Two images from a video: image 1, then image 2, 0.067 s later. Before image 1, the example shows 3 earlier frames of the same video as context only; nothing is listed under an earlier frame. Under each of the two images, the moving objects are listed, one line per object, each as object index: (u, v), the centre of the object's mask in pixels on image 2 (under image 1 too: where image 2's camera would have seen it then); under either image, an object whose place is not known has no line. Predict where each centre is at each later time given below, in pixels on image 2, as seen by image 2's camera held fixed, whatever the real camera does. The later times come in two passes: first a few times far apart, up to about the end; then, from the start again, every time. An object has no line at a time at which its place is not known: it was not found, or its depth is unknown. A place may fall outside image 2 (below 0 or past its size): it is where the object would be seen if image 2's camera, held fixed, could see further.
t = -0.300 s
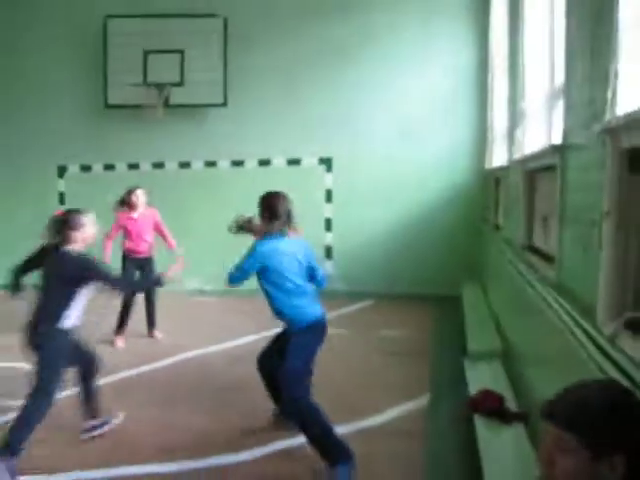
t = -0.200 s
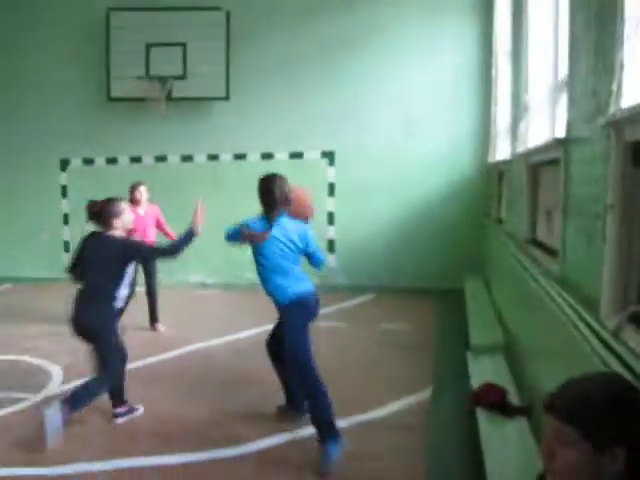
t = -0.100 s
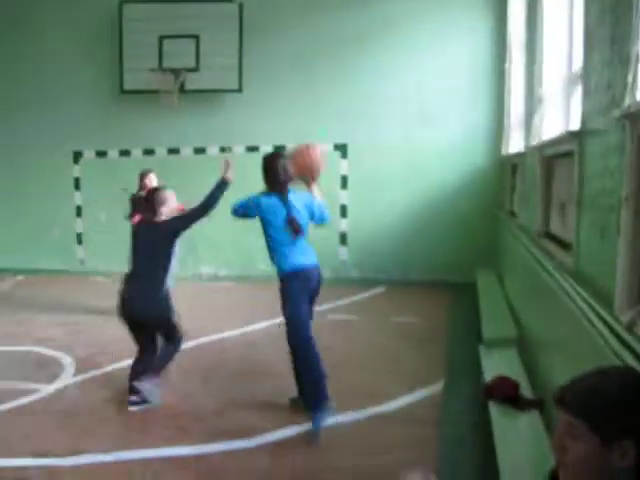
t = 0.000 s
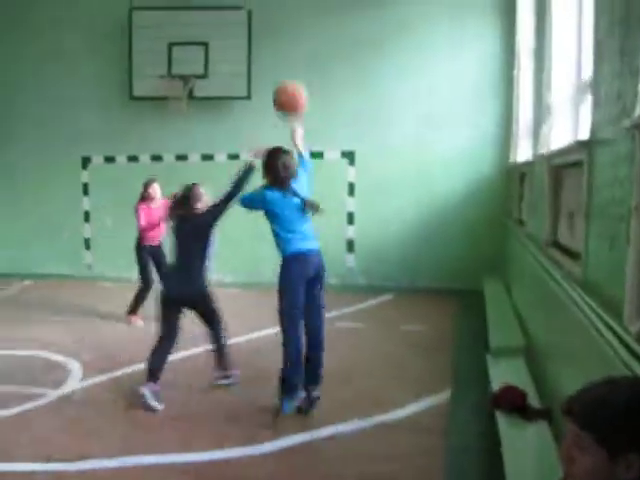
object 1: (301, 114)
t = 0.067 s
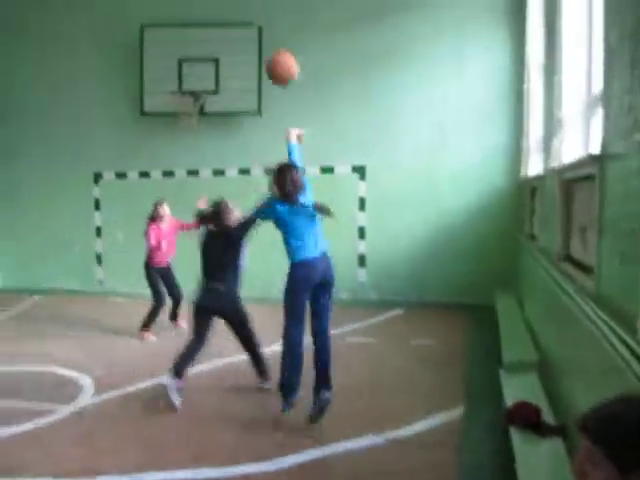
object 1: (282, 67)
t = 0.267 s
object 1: (239, -5)
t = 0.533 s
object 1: (198, -17)
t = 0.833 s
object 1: (165, 39)
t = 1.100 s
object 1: (144, 128)
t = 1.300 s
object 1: (130, 203)
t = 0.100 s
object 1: (275, 50)
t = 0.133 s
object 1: (268, 36)
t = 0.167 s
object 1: (260, 22)
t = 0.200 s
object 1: (251, 11)
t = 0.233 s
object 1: (245, 2)
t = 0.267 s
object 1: (239, -5)
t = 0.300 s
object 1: (233, -12)
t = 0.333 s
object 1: (228, -17)
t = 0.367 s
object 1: (223, -20)
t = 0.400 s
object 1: (218, -21)
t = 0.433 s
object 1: (212, -21)
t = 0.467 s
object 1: (207, -21)
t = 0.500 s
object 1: (202, -19)
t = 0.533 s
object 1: (198, -17)
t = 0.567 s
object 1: (194, -14)
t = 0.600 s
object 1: (190, -10)
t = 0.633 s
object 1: (186, -6)
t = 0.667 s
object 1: (181, 1)
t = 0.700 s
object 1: (178, 7)
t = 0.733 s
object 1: (174, 13)
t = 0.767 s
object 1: (172, 20)
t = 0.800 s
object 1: (167, 30)
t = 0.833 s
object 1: (165, 39)
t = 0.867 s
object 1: (162, 48)
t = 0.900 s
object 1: (161, 58)
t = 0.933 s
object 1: (158, 68)
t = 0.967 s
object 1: (156, 79)
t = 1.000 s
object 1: (153, 90)
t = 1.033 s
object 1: (151, 103)
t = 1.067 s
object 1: (149, 113)
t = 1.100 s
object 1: (144, 128)
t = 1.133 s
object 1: (143, 140)
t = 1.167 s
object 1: (141, 154)
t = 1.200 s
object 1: (139, 167)
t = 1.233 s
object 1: (138, 180)
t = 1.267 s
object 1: (135, 192)
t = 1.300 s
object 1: (130, 203)
